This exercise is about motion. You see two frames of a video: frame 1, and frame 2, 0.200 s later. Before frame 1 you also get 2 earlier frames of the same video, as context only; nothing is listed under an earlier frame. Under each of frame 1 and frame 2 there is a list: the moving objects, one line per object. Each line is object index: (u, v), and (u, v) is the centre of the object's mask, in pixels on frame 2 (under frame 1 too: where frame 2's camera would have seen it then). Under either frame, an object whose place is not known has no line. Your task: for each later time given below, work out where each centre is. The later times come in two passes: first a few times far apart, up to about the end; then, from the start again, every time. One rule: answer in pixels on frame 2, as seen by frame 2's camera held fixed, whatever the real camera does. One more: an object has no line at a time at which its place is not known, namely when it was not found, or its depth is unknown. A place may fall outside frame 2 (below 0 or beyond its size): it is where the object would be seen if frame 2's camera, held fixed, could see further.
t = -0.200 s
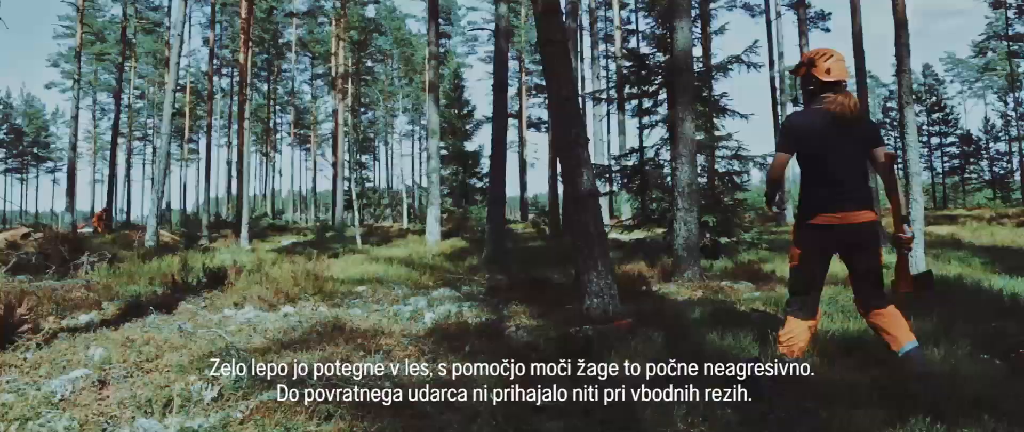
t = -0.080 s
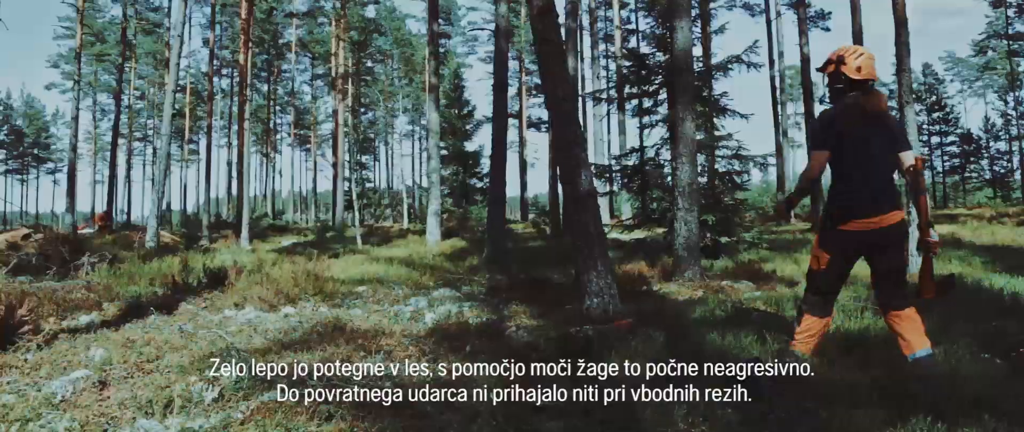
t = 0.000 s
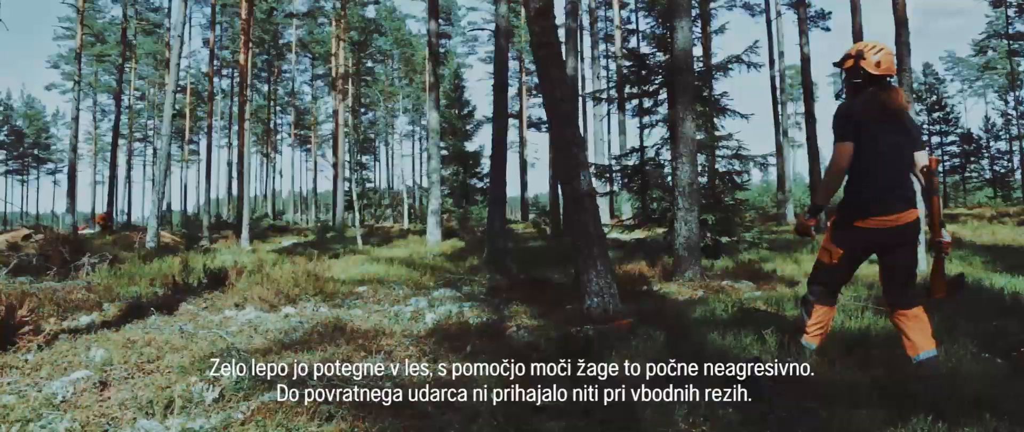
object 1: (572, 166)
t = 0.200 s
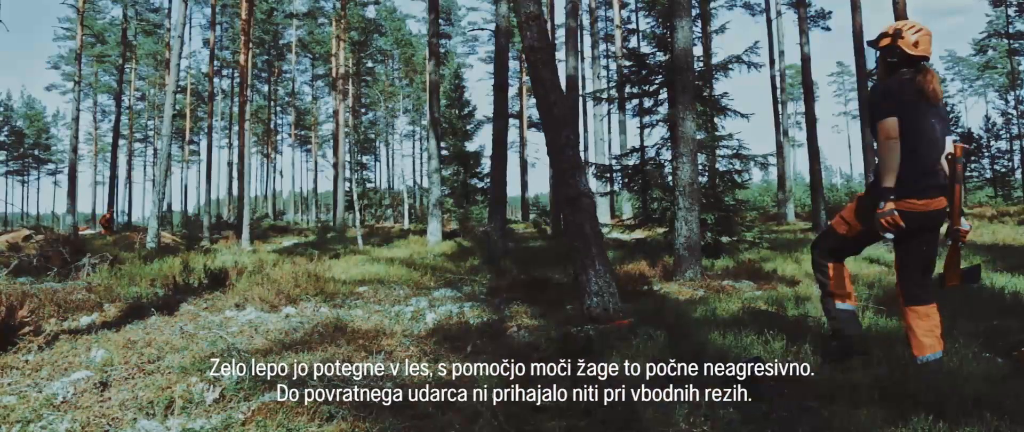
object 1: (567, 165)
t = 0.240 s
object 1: (566, 166)
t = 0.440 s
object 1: (559, 166)
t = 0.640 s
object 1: (551, 168)
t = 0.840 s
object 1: (541, 168)
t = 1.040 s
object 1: (527, 170)
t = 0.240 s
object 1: (566, 166)
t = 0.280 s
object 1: (565, 165)
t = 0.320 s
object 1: (564, 167)
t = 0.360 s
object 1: (562, 167)
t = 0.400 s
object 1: (560, 166)
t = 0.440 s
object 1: (559, 166)
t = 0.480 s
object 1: (558, 167)
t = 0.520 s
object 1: (557, 168)
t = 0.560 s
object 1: (555, 168)
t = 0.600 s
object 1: (553, 169)
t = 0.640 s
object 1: (551, 168)
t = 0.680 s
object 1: (550, 169)
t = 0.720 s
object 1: (547, 167)
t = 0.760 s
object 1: (546, 168)
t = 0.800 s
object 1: (543, 167)
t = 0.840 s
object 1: (541, 168)
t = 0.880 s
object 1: (539, 169)
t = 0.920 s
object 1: (537, 170)
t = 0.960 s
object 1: (534, 171)
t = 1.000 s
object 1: (531, 171)
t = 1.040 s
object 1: (527, 170)
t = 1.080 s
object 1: (525, 171)
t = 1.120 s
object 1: (522, 171)
